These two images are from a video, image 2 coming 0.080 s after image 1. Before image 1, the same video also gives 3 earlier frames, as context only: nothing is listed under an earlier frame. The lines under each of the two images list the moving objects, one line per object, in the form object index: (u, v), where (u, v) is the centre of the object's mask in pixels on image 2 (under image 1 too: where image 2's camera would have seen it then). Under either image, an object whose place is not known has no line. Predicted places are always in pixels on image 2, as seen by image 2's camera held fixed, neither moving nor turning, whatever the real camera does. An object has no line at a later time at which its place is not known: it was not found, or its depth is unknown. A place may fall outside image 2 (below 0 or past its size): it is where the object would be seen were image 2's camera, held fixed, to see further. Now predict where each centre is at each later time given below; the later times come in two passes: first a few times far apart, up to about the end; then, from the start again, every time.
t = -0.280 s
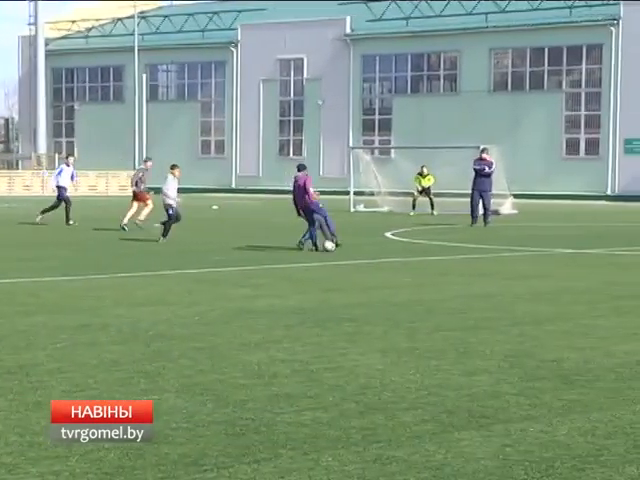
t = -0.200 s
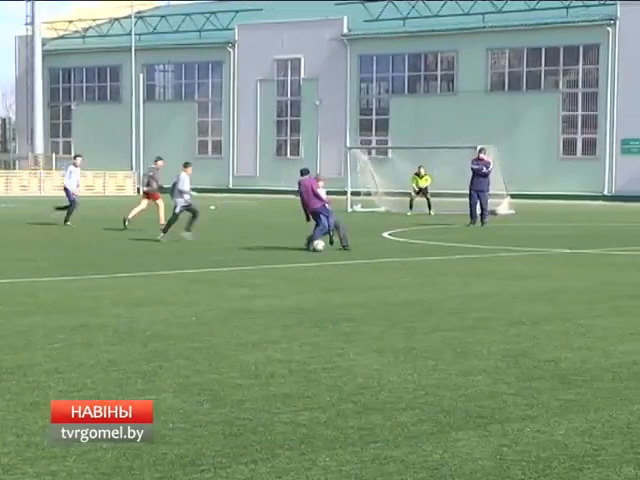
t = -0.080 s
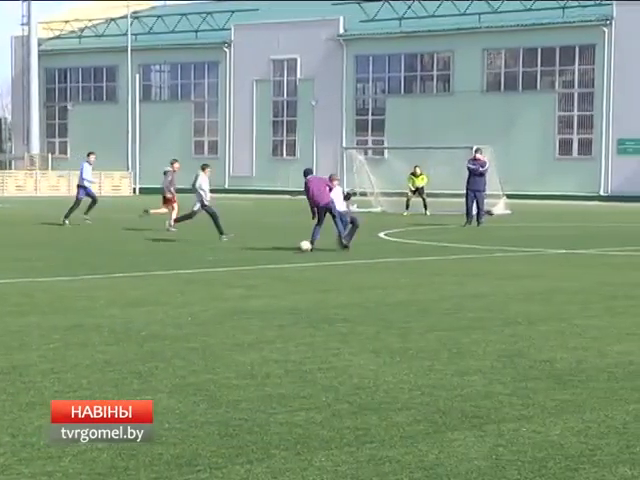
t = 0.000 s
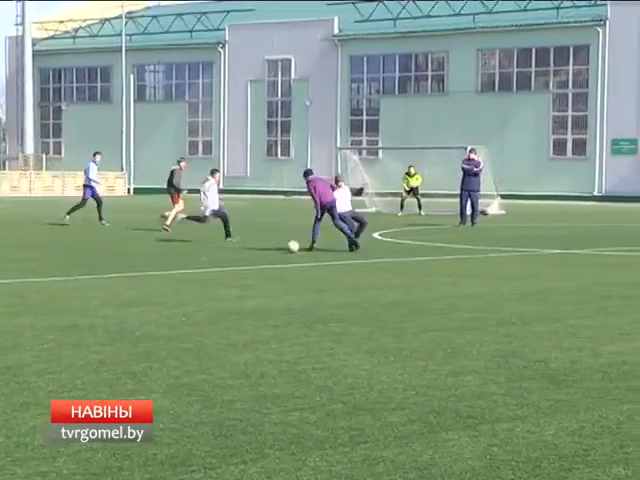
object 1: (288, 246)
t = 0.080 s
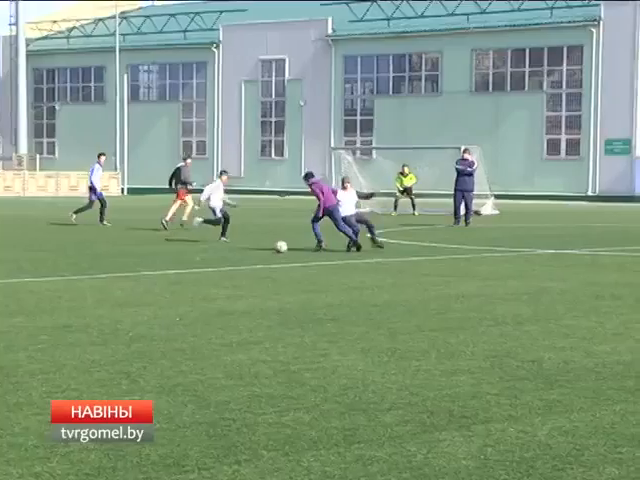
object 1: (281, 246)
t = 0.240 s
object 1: (269, 247)
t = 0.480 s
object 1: (255, 249)
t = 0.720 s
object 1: (243, 253)
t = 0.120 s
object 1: (279, 247)
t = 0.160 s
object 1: (276, 247)
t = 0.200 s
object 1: (273, 247)
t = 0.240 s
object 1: (269, 247)
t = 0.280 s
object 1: (267, 247)
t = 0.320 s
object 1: (265, 248)
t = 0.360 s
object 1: (262, 248)
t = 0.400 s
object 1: (260, 249)
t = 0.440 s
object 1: (257, 248)
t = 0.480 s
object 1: (255, 249)
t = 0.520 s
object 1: (252, 250)
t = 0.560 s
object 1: (250, 251)
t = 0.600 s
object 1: (248, 251)
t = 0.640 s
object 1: (247, 252)
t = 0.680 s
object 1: (245, 252)
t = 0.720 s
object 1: (243, 253)
